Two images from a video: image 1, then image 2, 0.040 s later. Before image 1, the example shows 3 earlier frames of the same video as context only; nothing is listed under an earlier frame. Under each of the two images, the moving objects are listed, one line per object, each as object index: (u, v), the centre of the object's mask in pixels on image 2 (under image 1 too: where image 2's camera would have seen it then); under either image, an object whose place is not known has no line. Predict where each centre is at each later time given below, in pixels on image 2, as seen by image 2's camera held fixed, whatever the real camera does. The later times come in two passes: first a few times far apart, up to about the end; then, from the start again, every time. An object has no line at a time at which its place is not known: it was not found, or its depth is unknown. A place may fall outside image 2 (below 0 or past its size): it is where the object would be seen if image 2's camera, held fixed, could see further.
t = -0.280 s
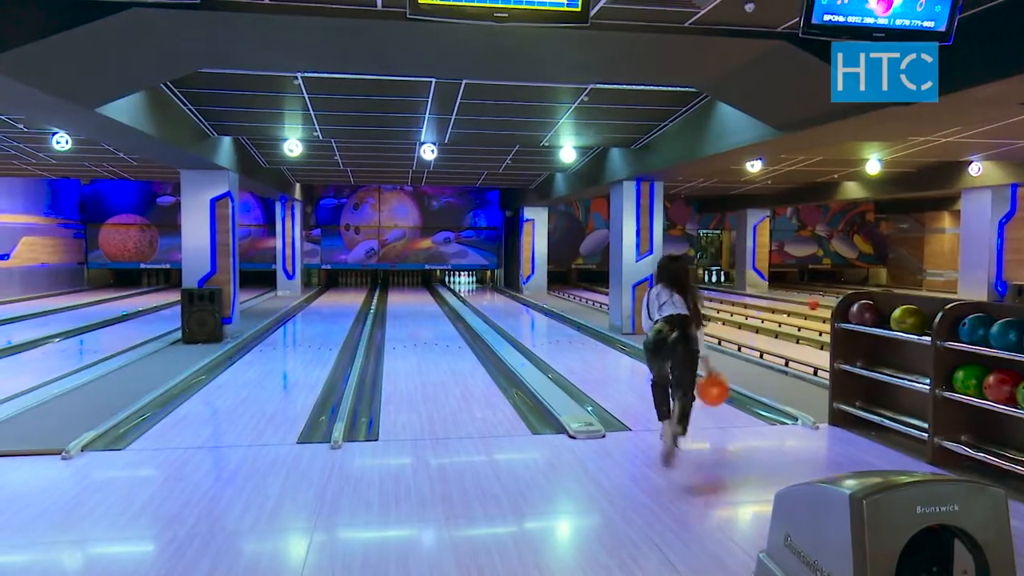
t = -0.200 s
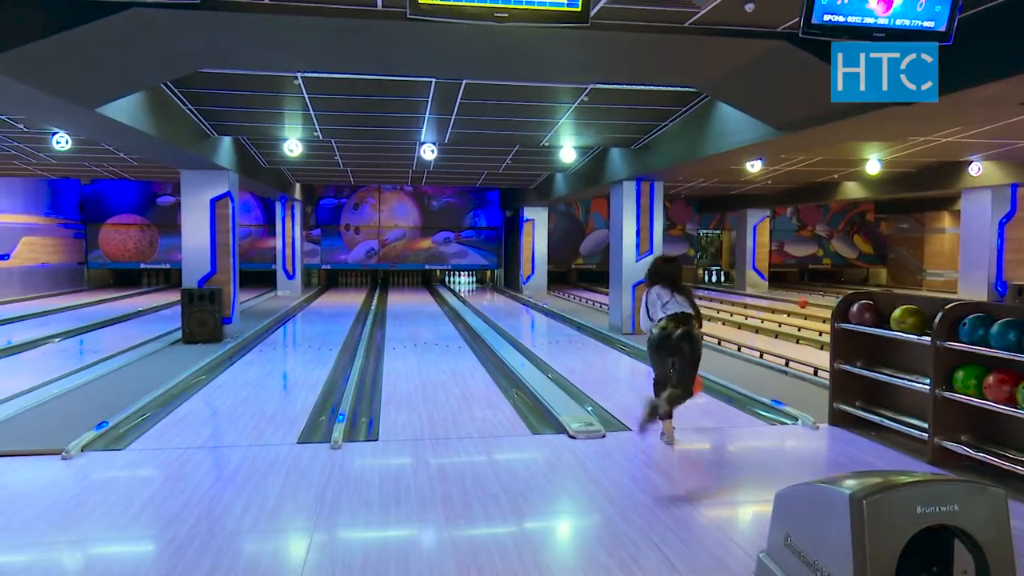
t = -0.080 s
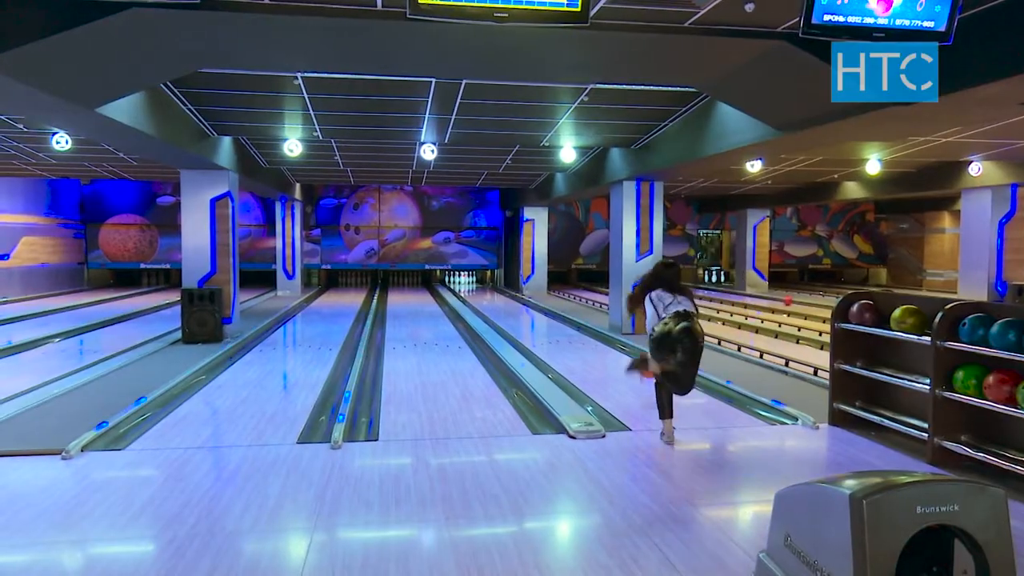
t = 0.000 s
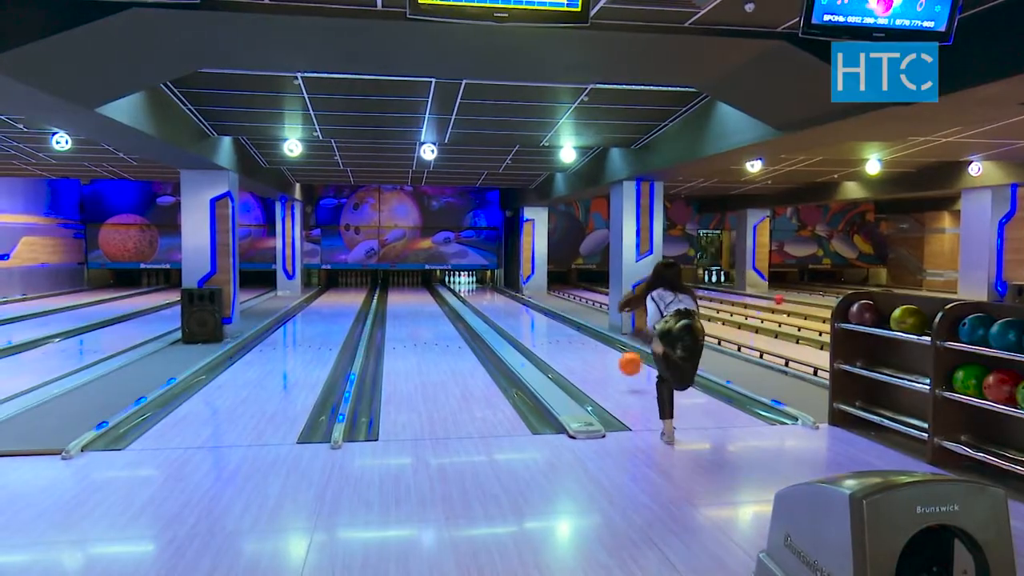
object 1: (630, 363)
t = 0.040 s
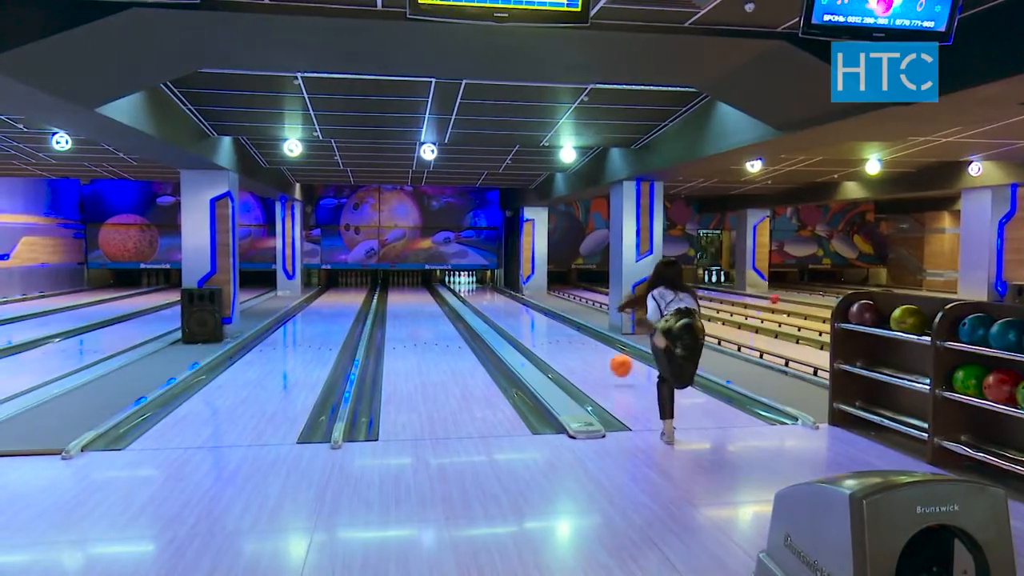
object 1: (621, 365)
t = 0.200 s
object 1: (591, 355)
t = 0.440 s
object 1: (558, 340)
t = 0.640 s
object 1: (538, 328)
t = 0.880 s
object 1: (519, 318)
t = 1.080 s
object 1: (507, 312)
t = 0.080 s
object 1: (612, 369)
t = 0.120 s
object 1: (605, 363)
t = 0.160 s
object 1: (597, 358)
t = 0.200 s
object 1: (591, 355)
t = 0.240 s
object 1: (585, 353)
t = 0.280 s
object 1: (579, 351)
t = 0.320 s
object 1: (573, 348)
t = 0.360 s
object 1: (567, 345)
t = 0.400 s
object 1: (563, 343)
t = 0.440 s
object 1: (558, 340)
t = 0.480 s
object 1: (554, 338)
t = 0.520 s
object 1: (549, 335)
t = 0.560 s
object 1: (545, 333)
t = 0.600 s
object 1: (542, 331)
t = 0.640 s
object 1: (538, 328)
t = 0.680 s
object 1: (535, 327)
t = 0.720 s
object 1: (531, 325)
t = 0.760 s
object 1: (528, 323)
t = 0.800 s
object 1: (525, 321)
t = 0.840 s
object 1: (522, 320)
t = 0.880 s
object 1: (519, 318)
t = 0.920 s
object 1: (517, 317)
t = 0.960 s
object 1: (514, 316)
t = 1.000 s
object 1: (512, 314)
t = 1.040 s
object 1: (510, 313)
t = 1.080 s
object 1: (507, 312)
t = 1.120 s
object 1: (505, 310)
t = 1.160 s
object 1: (503, 309)
